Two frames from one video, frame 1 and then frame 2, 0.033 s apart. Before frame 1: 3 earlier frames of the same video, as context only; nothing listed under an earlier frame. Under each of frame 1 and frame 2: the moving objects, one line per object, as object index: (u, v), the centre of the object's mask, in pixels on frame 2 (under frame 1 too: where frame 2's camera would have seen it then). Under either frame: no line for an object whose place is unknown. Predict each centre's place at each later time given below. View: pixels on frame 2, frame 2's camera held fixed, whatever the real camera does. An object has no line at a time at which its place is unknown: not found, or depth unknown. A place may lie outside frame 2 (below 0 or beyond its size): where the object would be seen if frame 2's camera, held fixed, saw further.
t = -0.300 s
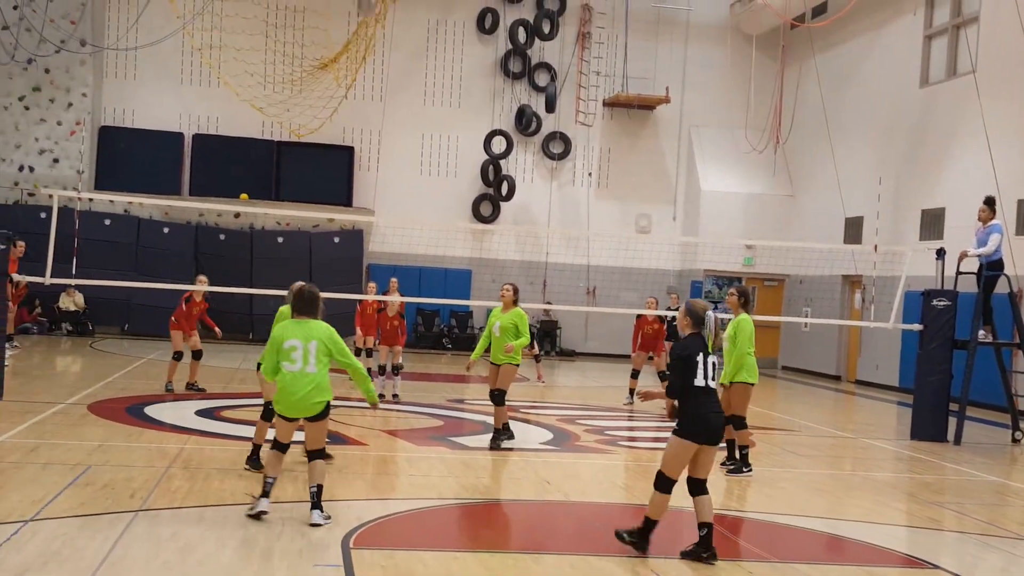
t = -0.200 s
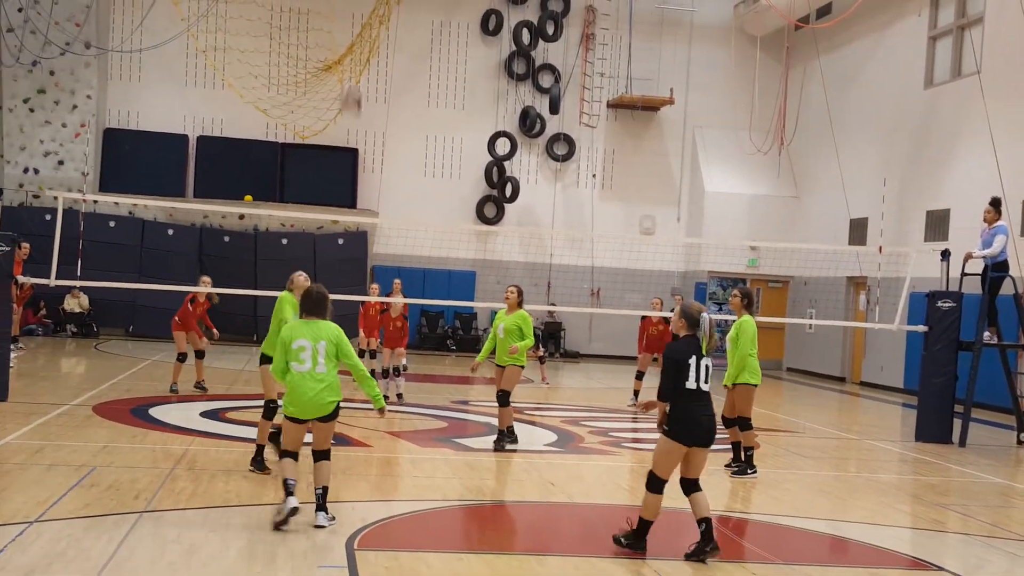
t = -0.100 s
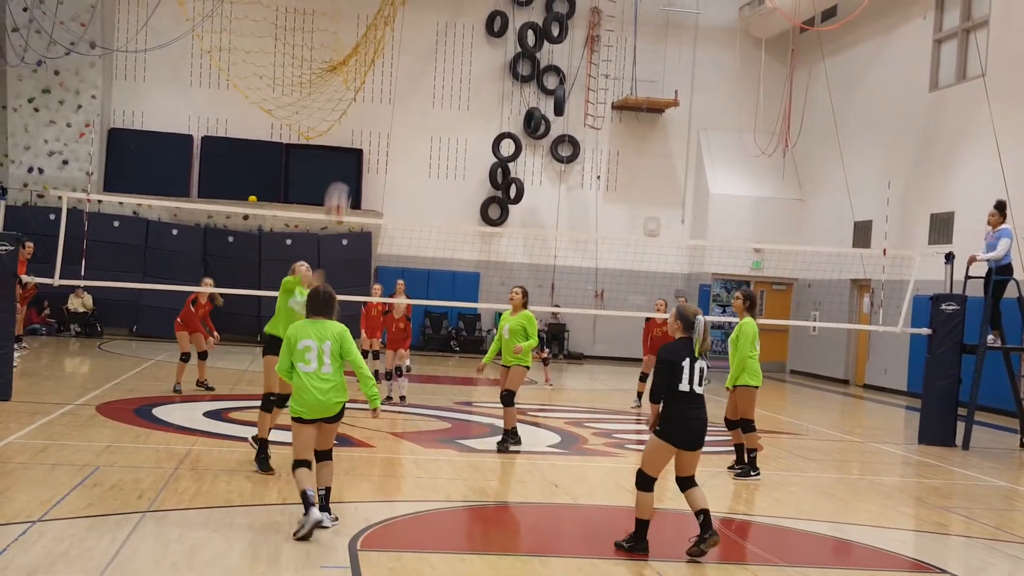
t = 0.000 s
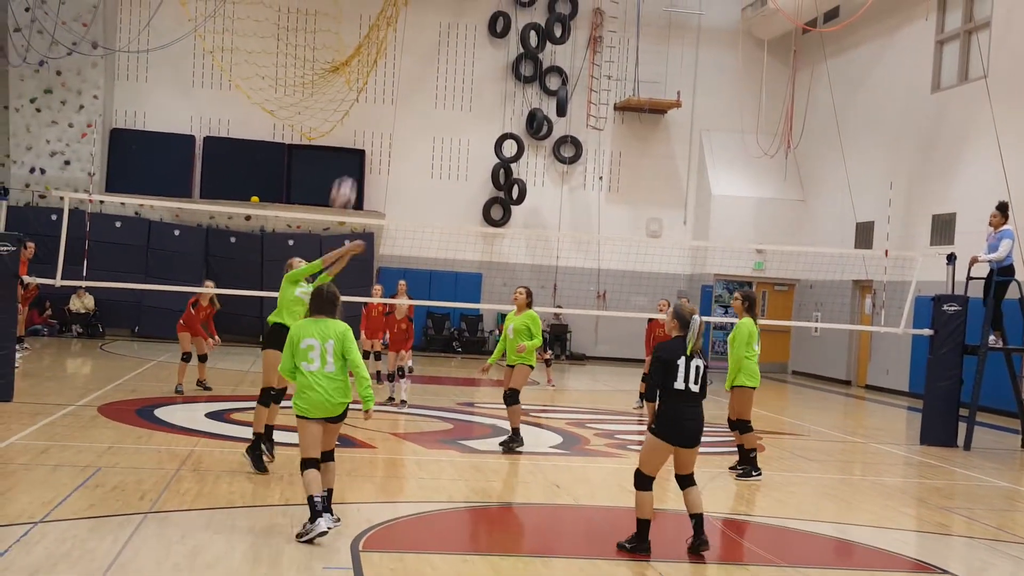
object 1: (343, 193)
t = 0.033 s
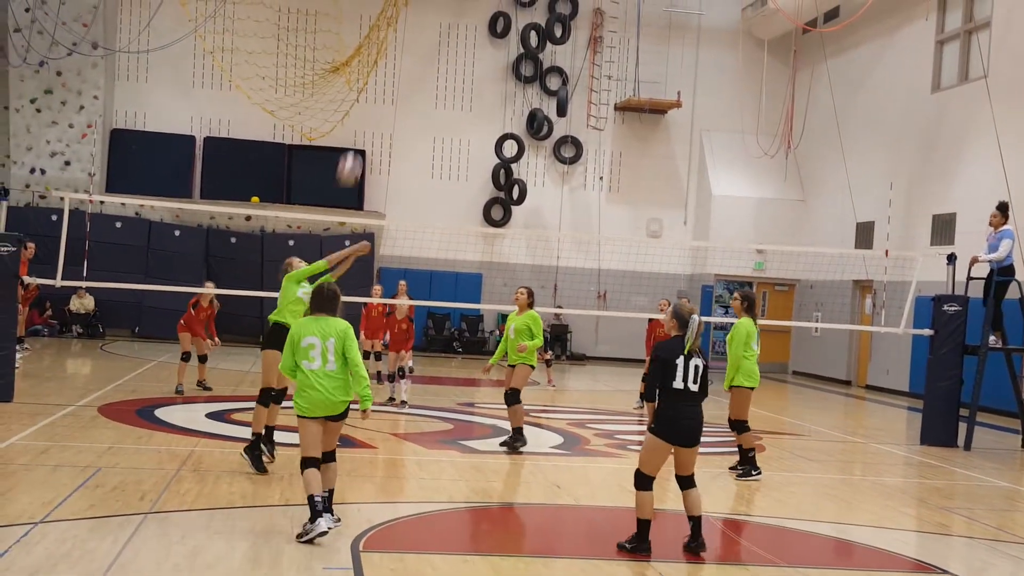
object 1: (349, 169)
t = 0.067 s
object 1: (355, 145)
